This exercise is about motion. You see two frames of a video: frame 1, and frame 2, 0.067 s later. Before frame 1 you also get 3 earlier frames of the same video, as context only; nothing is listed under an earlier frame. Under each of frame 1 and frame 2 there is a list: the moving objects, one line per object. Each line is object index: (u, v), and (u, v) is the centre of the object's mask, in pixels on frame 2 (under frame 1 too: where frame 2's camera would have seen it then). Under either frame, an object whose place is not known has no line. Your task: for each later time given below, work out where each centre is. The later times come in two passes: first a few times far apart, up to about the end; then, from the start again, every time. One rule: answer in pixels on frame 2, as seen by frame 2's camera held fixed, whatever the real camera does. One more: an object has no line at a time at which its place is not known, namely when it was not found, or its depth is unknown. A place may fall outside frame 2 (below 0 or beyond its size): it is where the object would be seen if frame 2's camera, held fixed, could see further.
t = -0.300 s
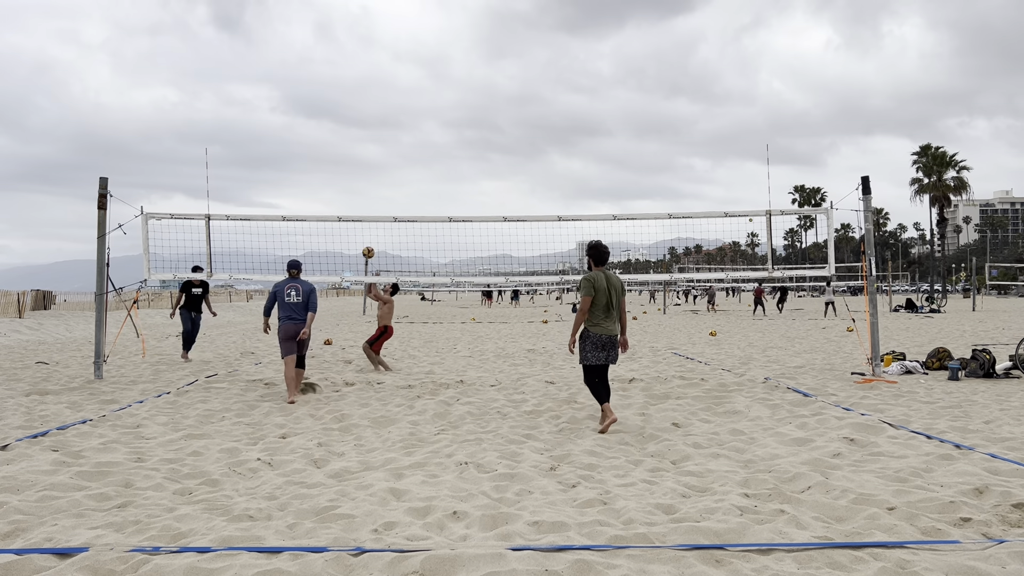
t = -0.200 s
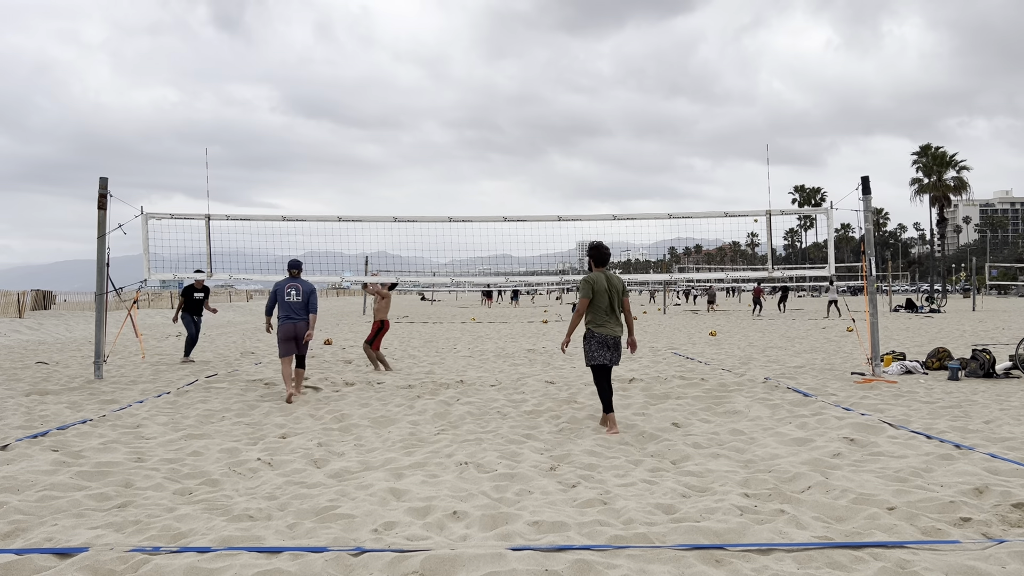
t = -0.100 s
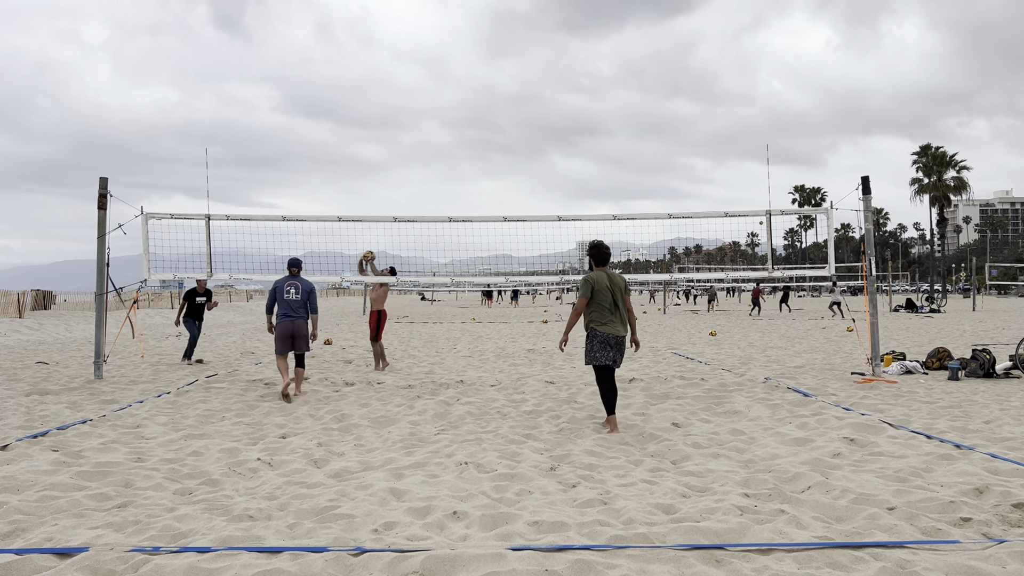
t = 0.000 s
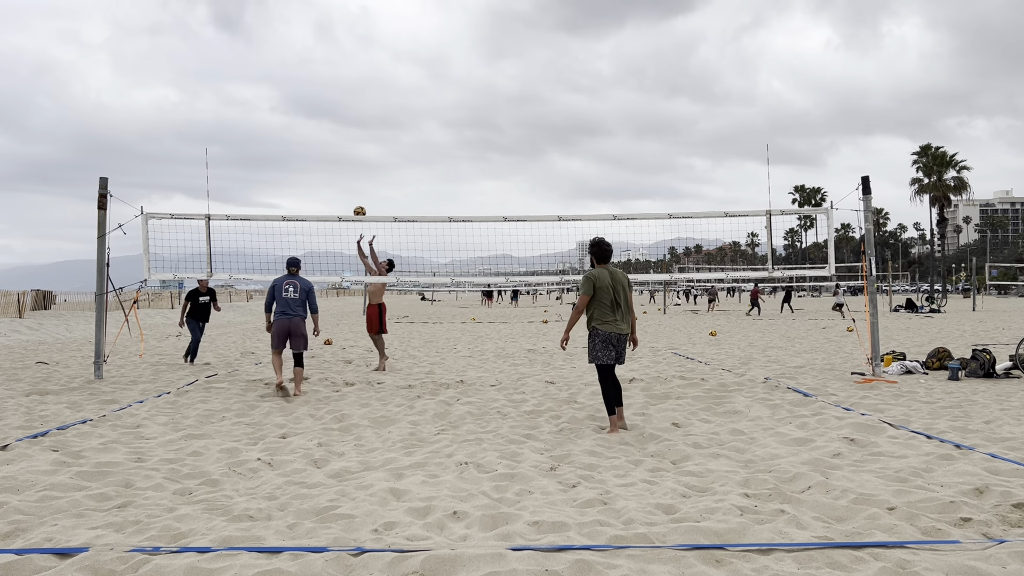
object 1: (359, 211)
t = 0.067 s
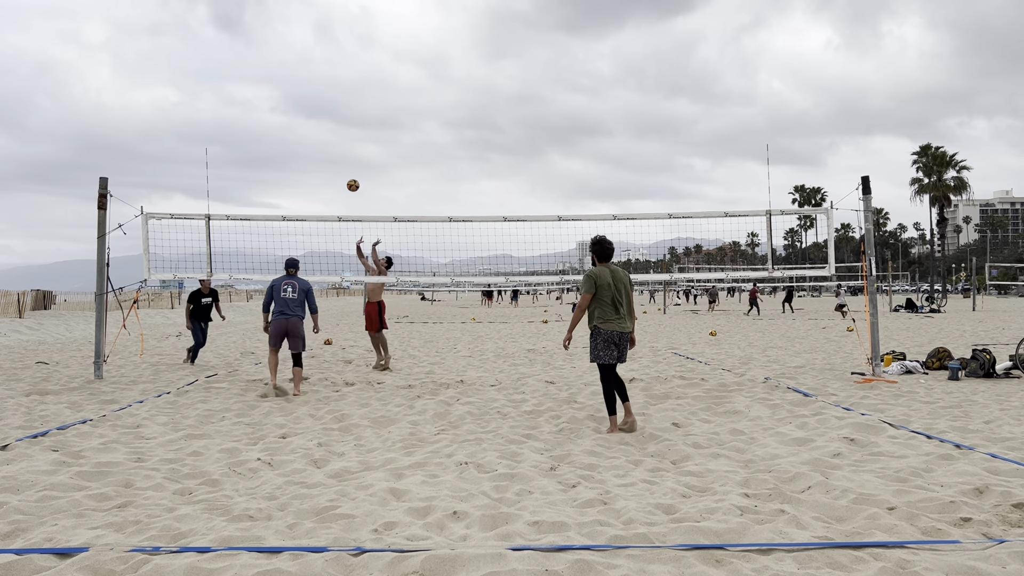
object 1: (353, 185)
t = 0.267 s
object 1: (334, 120)
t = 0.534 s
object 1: (315, 71)
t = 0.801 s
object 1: (301, 68)
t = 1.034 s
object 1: (291, 104)
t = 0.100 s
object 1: (350, 173)
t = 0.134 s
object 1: (346, 161)
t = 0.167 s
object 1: (343, 149)
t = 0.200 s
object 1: (340, 139)
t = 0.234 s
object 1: (337, 129)
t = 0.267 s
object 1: (334, 120)
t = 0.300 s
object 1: (332, 111)
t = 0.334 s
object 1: (329, 103)
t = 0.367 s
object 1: (327, 96)
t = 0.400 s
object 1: (324, 89)
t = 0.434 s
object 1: (322, 84)
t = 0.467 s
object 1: (320, 79)
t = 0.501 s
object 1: (318, 74)
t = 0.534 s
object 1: (315, 71)
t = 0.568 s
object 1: (313, 68)
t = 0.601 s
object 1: (311, 66)
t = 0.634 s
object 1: (310, 65)
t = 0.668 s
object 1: (308, 64)
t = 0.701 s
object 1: (306, 64)
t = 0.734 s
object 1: (304, 65)
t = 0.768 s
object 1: (302, 66)
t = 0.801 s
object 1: (301, 68)
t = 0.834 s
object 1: (299, 71)
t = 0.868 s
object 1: (298, 75)
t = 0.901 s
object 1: (296, 80)
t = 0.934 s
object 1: (295, 85)
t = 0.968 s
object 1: (294, 90)
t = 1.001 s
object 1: (292, 97)
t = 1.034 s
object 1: (291, 104)
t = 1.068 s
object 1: (290, 112)
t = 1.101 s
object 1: (289, 120)
